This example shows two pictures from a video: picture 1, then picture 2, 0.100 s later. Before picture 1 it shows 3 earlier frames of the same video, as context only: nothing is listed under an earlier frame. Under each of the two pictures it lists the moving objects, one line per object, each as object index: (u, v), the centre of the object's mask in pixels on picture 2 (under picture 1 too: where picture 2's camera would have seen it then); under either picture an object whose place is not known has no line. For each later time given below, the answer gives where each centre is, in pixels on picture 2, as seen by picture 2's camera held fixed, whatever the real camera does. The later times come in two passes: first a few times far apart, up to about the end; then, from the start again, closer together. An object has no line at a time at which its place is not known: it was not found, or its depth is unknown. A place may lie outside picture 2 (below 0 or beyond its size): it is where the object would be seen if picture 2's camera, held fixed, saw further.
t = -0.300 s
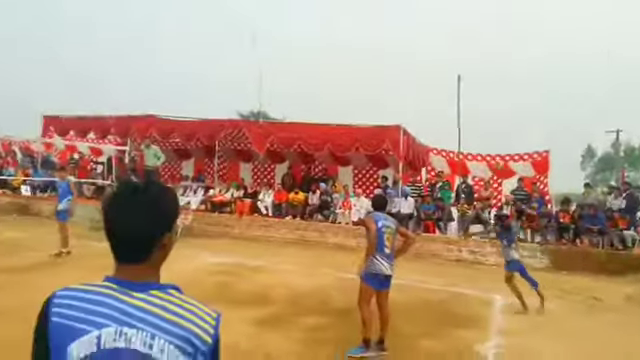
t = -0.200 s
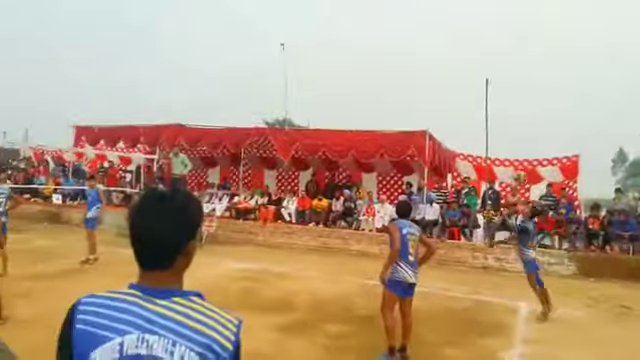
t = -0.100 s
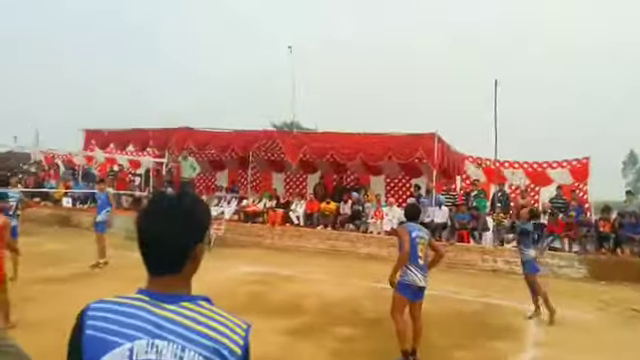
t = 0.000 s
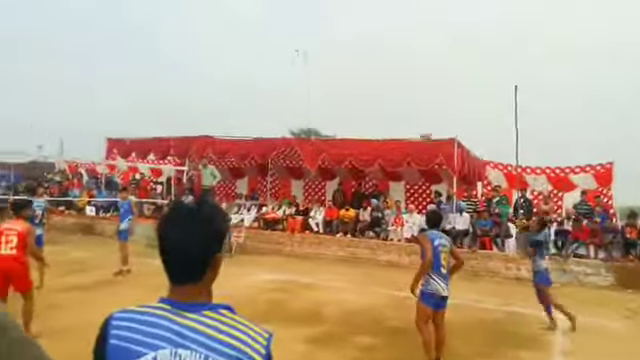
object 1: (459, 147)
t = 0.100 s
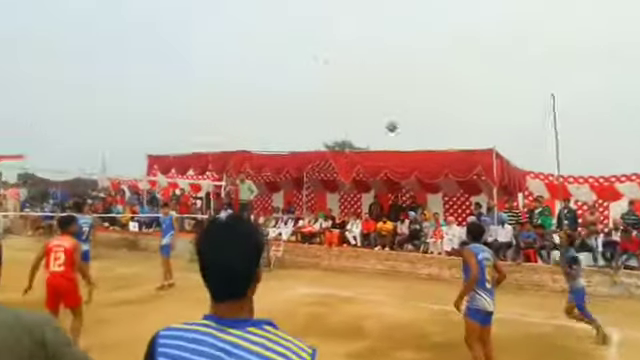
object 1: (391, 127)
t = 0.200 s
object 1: (331, 112)
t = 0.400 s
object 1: (227, 101)
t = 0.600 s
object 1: (144, 109)
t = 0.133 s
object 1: (370, 120)
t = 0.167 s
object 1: (350, 116)
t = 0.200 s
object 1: (331, 112)
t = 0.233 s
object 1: (313, 109)
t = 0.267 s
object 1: (295, 107)
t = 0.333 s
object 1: (261, 101)
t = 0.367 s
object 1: (244, 101)
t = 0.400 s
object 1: (227, 101)
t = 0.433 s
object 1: (212, 101)
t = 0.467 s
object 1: (197, 101)
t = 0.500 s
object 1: (183, 102)
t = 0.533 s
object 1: (169, 104)
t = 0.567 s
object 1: (156, 106)
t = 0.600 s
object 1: (144, 109)
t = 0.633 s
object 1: (131, 112)
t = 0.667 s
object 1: (119, 115)
